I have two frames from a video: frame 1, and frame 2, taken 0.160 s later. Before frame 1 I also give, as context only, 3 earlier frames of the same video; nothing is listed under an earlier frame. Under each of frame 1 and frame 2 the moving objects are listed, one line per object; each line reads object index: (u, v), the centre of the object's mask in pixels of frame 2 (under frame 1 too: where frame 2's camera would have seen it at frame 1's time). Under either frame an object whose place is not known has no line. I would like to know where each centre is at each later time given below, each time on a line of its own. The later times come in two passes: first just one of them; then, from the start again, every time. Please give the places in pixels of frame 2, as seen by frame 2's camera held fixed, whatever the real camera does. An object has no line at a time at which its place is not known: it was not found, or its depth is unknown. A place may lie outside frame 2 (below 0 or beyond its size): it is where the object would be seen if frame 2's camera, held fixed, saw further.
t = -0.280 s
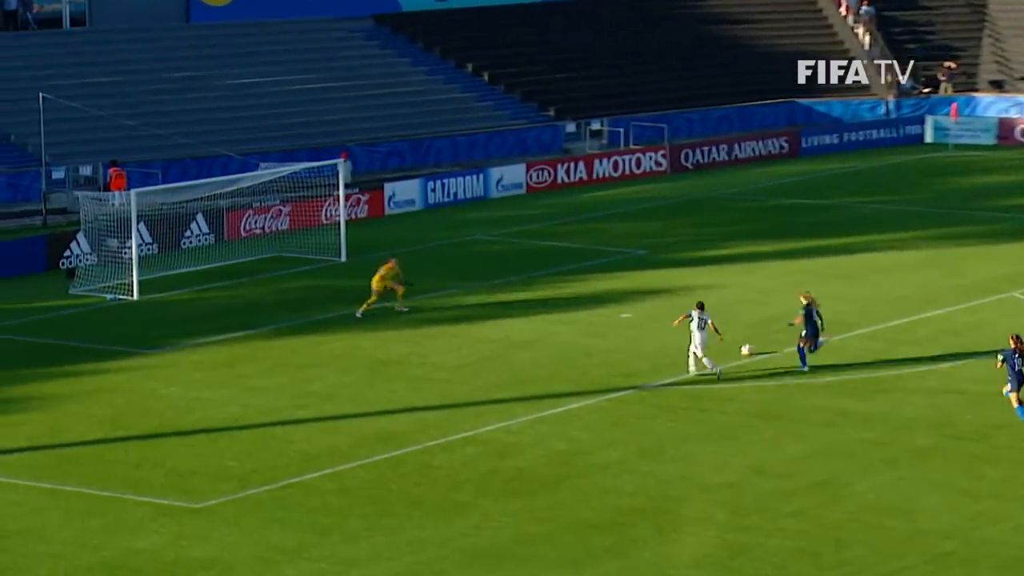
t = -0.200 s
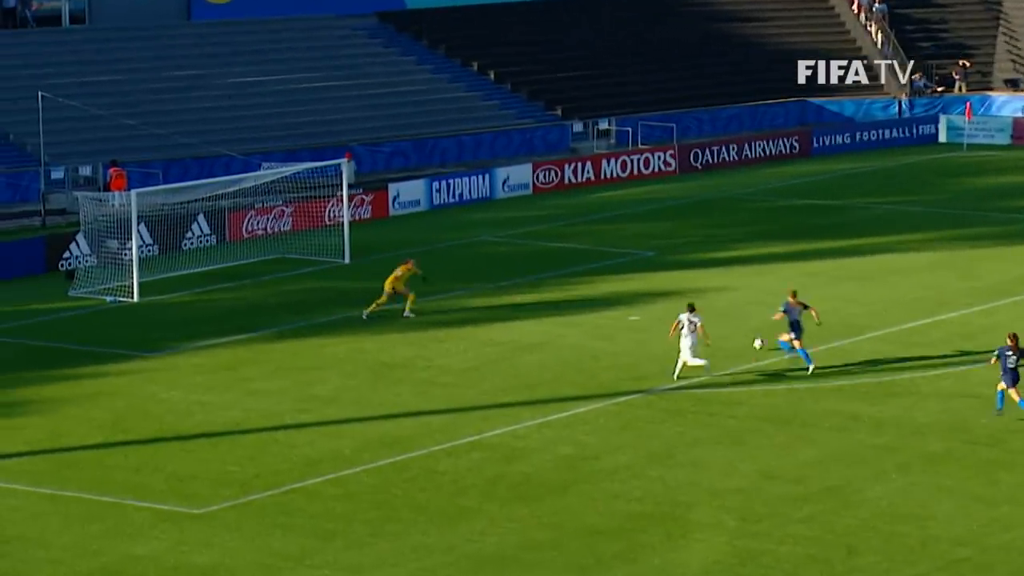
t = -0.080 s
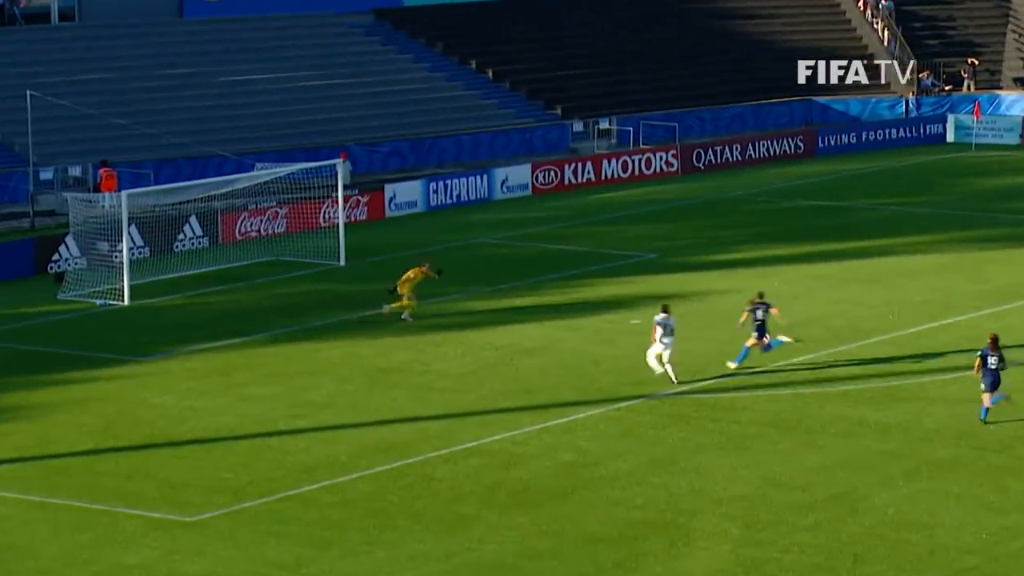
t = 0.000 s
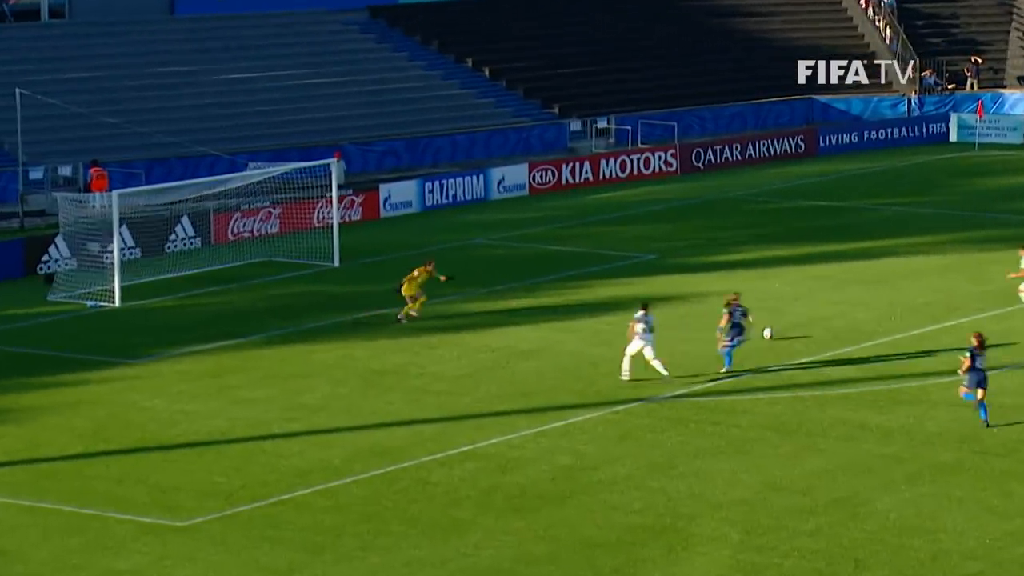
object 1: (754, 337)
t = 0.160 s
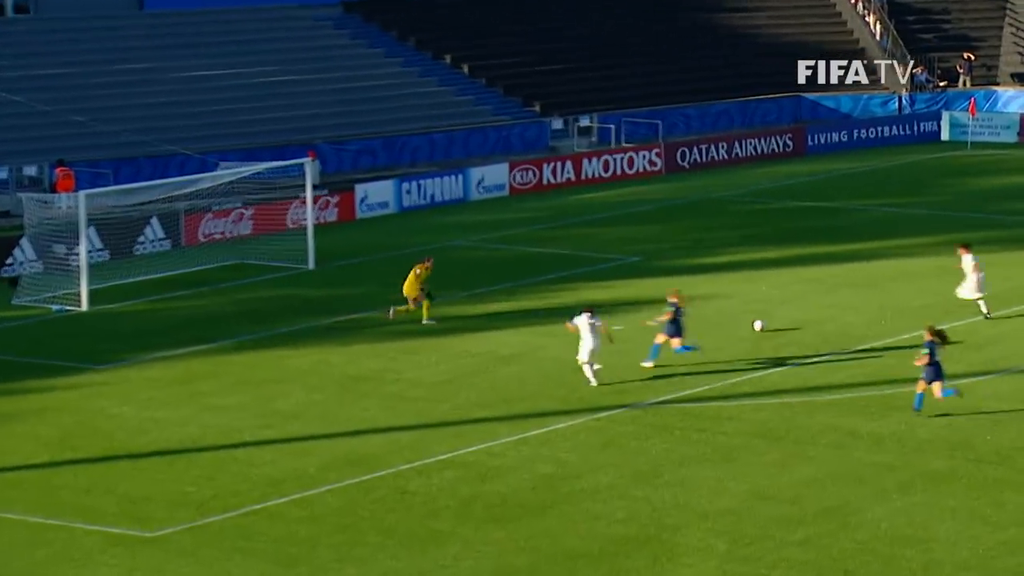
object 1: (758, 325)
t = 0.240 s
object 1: (759, 321)
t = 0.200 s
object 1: (758, 323)
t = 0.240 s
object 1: (759, 321)
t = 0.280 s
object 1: (759, 319)
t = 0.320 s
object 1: (759, 315)
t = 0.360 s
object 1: (759, 312)
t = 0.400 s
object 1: (758, 311)
